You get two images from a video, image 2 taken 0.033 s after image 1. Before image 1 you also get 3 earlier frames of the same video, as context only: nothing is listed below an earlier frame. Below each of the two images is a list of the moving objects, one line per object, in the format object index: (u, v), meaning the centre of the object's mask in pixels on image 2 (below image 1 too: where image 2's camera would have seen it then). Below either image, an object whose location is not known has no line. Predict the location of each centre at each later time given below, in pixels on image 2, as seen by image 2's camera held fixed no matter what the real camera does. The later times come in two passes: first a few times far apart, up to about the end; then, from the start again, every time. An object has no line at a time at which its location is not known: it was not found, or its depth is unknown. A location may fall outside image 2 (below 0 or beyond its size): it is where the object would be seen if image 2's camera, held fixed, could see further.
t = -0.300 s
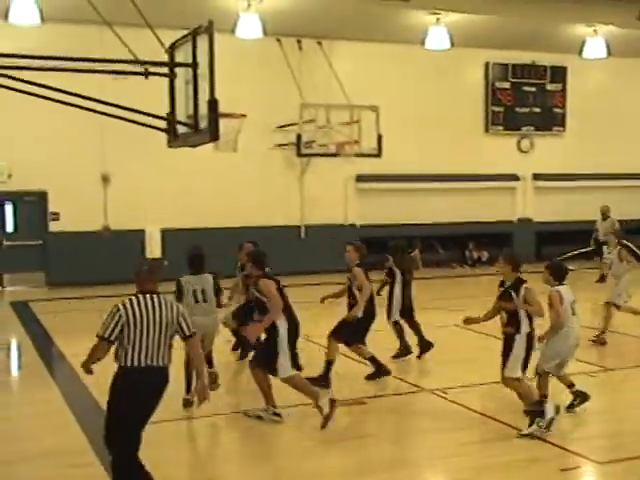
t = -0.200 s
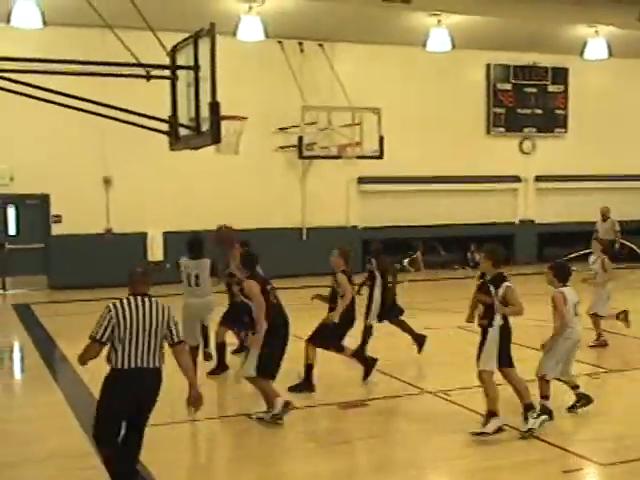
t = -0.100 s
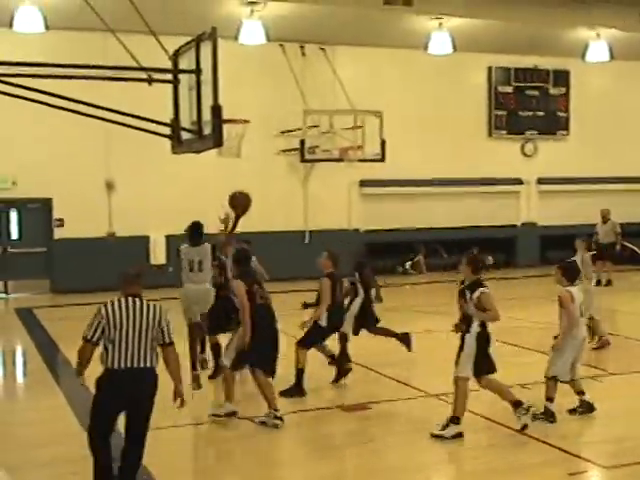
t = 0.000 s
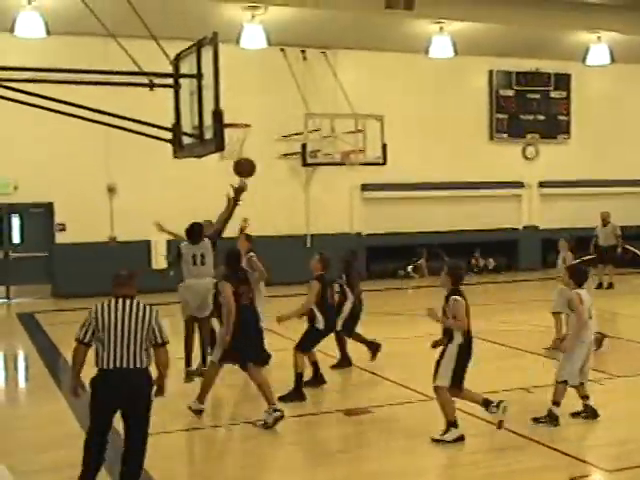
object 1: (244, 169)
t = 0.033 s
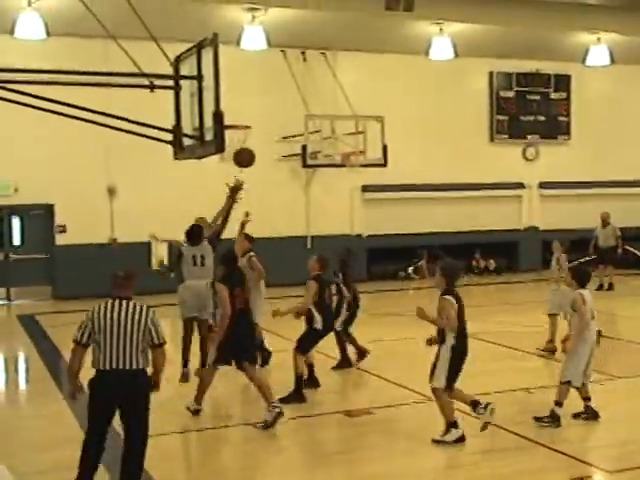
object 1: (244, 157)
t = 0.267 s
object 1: (241, 108)
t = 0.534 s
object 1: (238, 112)
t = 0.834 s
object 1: (236, 116)
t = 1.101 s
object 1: (239, 127)
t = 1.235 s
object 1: (240, 148)
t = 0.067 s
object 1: (243, 147)
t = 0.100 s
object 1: (243, 138)
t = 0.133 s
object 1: (243, 130)
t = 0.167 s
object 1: (242, 123)
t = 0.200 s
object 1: (242, 118)
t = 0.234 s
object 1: (241, 112)
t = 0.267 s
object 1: (241, 108)
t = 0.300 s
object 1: (240, 105)
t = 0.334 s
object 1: (240, 104)
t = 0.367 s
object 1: (240, 103)
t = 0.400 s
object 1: (239, 103)
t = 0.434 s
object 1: (239, 104)
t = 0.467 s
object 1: (239, 106)
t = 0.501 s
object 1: (238, 109)
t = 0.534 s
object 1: (238, 112)
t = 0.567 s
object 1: (238, 117)
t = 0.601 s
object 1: (238, 117)
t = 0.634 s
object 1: (237, 115)
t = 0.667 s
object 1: (237, 114)
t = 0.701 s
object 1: (237, 114)
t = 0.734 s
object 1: (237, 115)
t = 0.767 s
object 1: (237, 116)
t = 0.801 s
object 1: (236, 117)
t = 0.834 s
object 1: (236, 116)
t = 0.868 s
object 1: (236, 117)
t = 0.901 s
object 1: (236, 117)
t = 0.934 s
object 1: (237, 117)
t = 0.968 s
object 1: (237, 118)
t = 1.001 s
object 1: (237, 119)
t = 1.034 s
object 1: (238, 121)
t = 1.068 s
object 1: (239, 123)
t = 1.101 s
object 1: (239, 127)
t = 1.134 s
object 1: (240, 131)
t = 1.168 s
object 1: (240, 135)
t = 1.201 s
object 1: (240, 142)
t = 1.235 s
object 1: (240, 148)
